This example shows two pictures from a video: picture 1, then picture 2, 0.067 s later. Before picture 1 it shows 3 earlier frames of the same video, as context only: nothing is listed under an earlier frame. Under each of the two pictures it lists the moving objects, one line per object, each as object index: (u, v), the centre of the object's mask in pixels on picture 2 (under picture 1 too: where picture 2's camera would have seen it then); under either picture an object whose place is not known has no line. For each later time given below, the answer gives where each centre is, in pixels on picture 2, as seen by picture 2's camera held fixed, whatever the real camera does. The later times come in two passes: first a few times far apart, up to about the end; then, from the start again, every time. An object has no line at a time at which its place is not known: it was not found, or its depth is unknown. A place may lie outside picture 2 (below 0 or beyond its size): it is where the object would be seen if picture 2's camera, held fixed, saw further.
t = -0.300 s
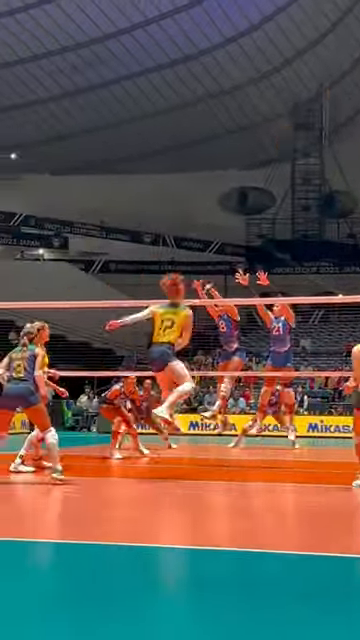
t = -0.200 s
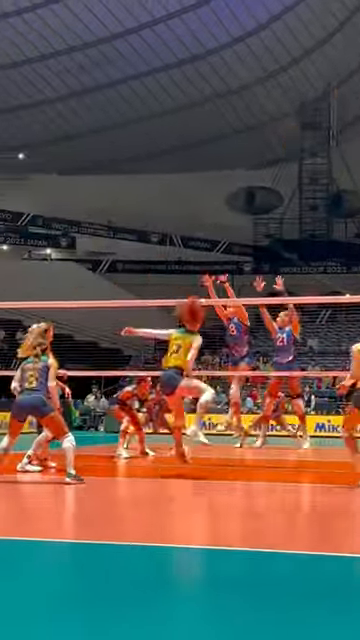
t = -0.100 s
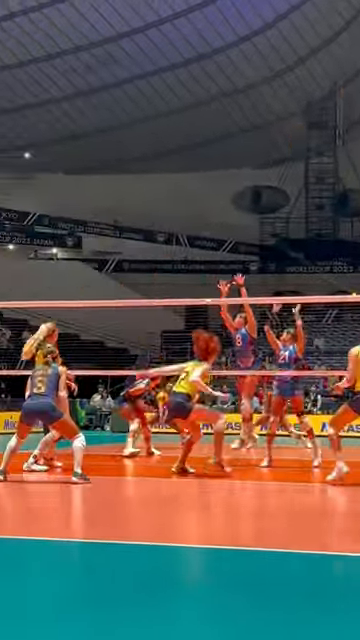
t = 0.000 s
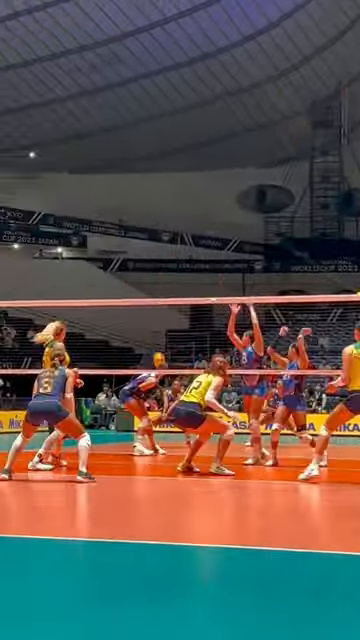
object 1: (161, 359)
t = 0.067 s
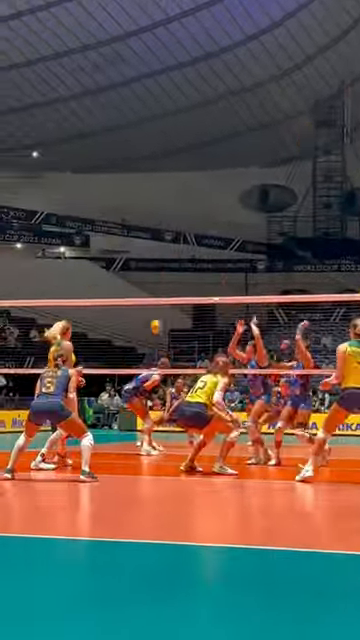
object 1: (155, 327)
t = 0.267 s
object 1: (140, 242)
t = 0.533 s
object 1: (118, 163)
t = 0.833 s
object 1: (92, 121)
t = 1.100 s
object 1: (67, 123)
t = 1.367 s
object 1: (42, 166)
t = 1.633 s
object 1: (15, 251)
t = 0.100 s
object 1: (153, 312)
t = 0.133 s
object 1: (151, 293)
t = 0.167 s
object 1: (148, 281)
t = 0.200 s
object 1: (145, 268)
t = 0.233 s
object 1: (143, 255)
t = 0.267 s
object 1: (140, 242)
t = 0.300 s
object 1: (137, 230)
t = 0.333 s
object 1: (134, 218)
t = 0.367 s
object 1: (132, 208)
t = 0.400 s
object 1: (129, 198)
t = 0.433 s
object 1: (126, 188)
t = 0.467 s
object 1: (123, 180)
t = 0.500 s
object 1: (120, 171)
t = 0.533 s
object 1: (118, 163)
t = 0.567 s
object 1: (115, 156)
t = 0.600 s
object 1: (112, 149)
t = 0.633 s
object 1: (109, 143)
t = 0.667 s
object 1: (107, 138)
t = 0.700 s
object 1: (103, 133)
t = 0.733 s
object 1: (101, 129)
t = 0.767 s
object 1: (97, 125)
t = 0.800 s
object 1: (94, 123)
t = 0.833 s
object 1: (92, 121)
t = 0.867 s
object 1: (89, 119)
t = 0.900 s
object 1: (86, 118)
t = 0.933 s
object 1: (83, 117)
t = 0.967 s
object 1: (80, 117)
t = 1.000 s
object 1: (77, 118)
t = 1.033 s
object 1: (74, 119)
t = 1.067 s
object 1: (71, 121)
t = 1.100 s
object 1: (67, 123)
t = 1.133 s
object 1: (64, 126)
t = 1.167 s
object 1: (61, 130)
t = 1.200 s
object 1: (58, 134)
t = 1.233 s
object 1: (55, 140)
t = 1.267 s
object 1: (52, 145)
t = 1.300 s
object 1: (49, 152)
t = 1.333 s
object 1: (45, 159)
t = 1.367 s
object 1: (42, 166)
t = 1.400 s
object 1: (39, 175)
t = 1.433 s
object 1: (36, 183)
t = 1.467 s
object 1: (33, 192)
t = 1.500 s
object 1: (29, 203)
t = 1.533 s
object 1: (26, 214)
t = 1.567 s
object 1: (22, 226)
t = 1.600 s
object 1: (18, 238)
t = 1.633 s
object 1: (15, 251)
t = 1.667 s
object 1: (10, 263)
